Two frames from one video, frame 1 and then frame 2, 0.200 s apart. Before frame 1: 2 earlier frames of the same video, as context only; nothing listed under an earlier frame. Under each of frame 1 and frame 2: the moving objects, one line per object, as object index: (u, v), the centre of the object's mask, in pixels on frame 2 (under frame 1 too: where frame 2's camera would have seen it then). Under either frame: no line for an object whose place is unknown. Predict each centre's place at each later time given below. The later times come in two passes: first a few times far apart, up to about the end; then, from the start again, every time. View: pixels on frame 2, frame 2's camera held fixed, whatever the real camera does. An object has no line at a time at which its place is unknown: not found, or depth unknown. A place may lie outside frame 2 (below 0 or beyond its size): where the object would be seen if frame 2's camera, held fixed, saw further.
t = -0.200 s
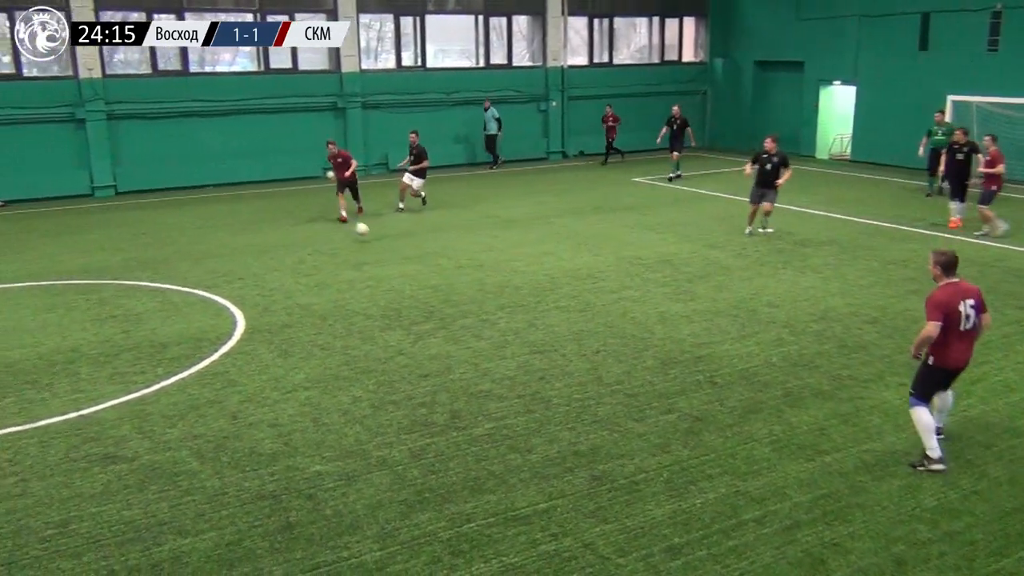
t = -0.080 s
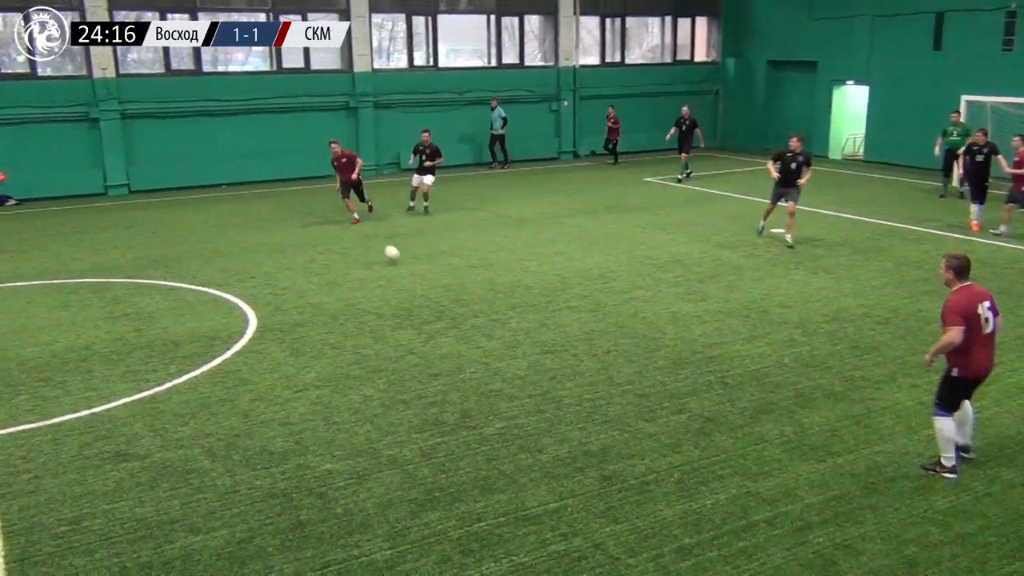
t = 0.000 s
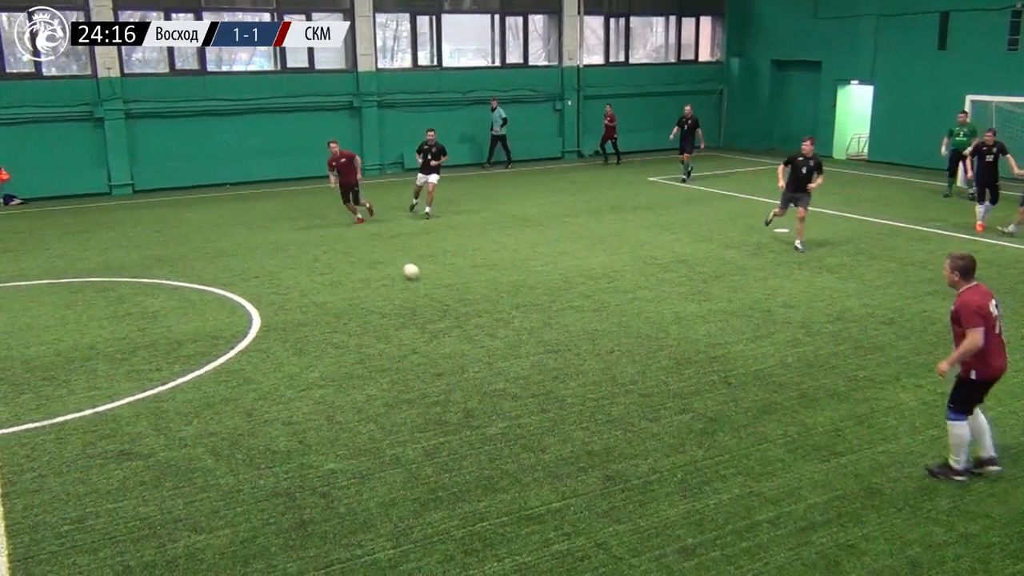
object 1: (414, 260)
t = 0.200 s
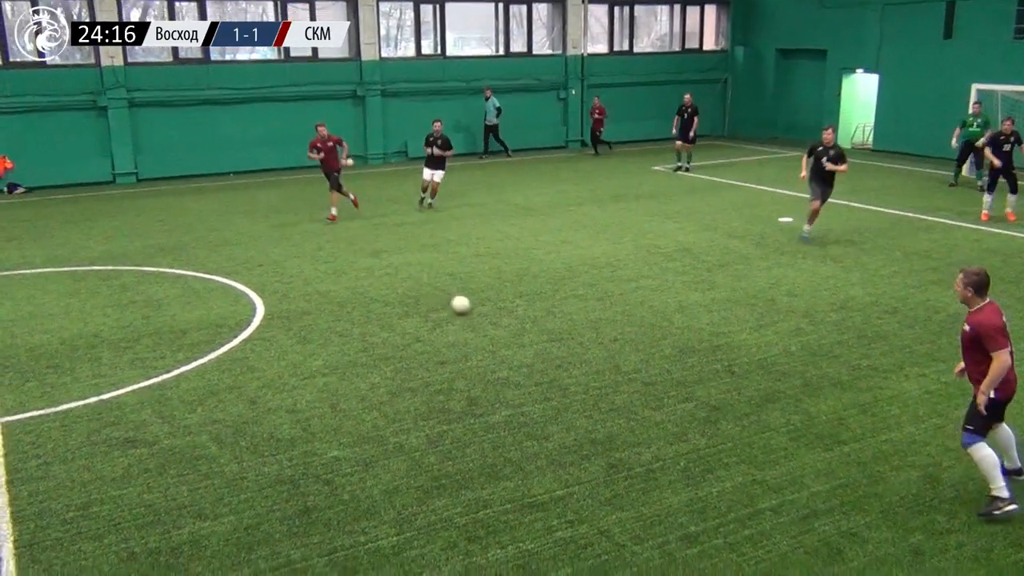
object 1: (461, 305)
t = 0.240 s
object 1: (472, 314)
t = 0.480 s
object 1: (551, 382)
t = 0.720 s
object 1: (656, 469)
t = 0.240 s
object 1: (472, 314)
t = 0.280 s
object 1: (483, 325)
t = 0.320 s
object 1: (496, 337)
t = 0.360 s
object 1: (509, 347)
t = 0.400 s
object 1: (522, 358)
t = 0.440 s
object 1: (537, 372)
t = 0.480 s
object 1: (551, 382)
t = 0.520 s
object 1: (566, 394)
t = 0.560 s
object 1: (582, 408)
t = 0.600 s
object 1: (599, 425)
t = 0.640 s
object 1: (617, 437)
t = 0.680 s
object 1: (636, 452)
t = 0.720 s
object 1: (656, 469)
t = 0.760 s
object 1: (679, 490)
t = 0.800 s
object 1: (701, 505)
